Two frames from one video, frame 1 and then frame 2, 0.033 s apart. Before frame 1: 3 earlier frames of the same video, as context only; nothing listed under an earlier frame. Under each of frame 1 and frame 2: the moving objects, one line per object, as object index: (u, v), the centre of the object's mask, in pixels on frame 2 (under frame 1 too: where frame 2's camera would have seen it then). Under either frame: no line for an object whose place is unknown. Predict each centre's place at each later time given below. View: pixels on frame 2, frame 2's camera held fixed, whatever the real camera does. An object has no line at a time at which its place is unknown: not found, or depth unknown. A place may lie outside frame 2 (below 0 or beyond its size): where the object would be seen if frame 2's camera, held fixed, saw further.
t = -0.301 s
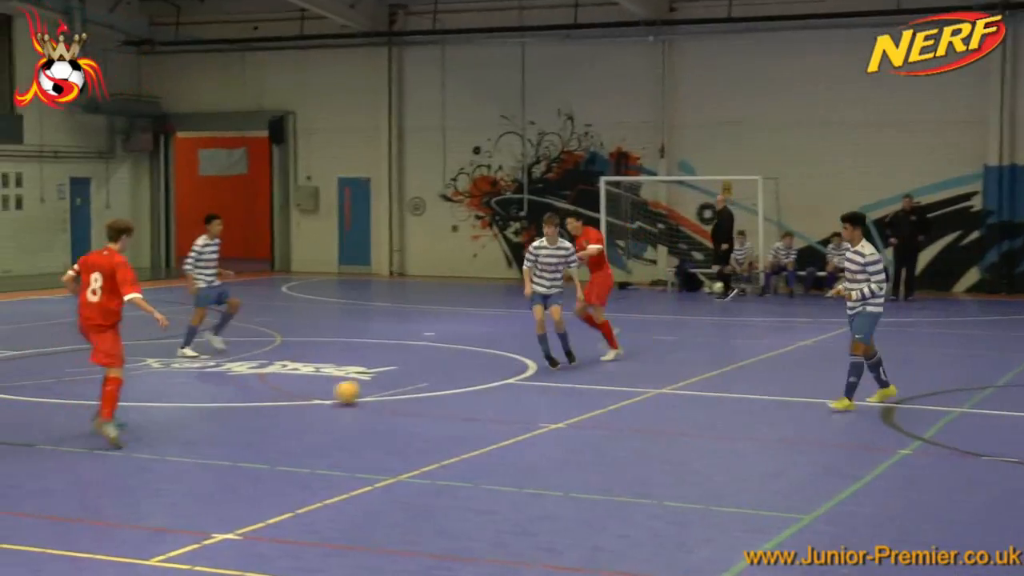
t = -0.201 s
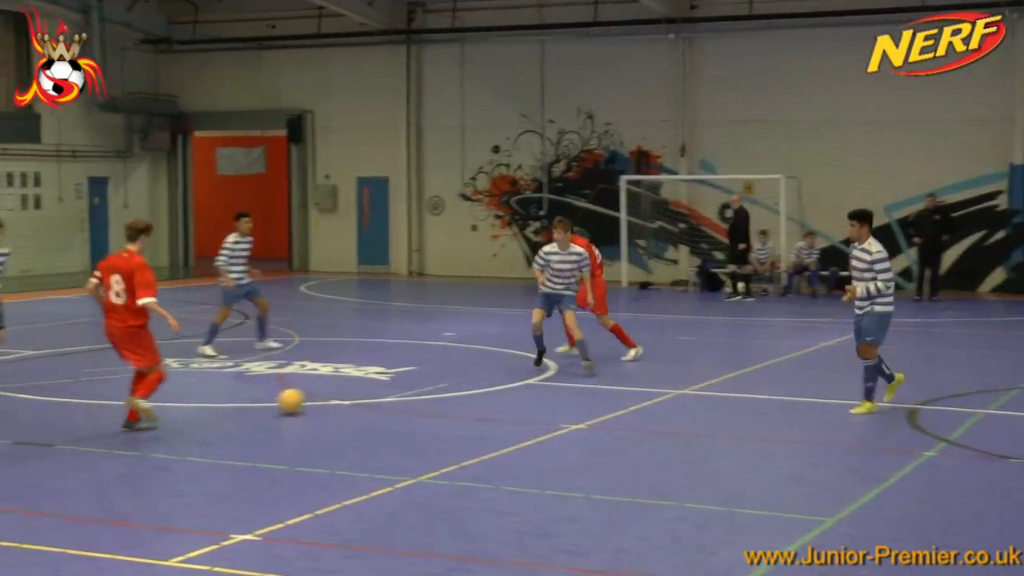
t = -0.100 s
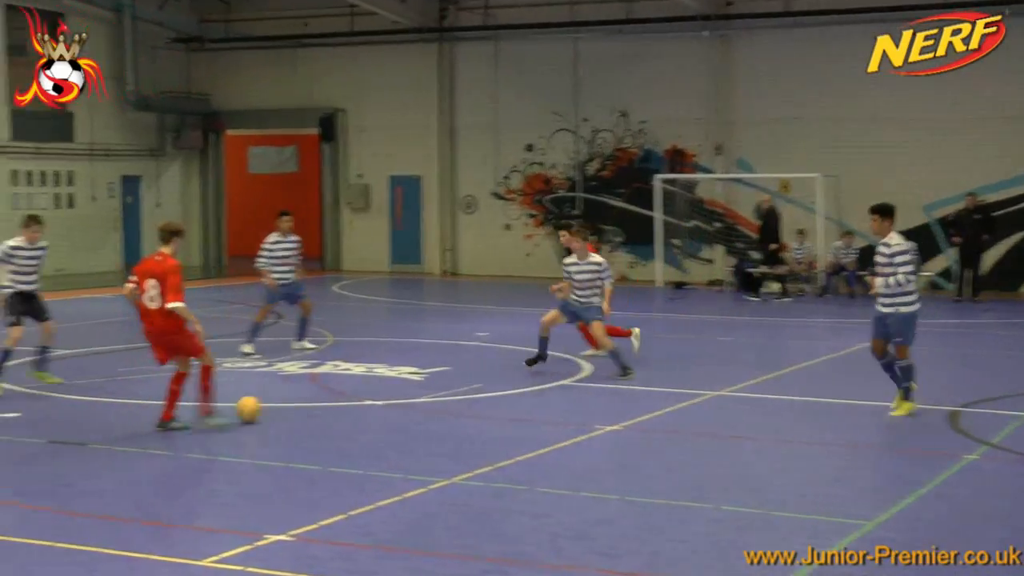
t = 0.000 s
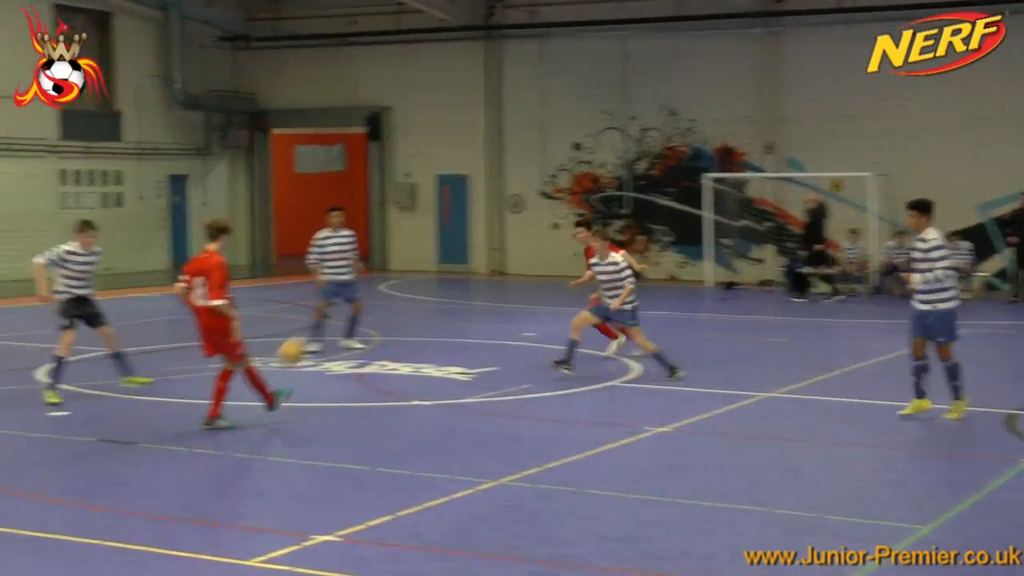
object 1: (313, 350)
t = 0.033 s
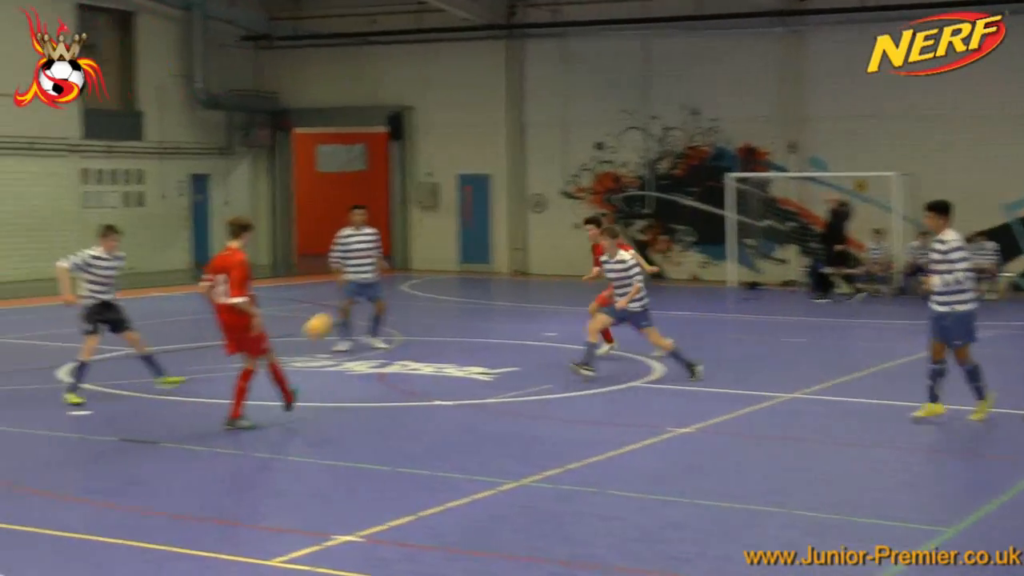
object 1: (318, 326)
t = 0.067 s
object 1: (323, 304)
